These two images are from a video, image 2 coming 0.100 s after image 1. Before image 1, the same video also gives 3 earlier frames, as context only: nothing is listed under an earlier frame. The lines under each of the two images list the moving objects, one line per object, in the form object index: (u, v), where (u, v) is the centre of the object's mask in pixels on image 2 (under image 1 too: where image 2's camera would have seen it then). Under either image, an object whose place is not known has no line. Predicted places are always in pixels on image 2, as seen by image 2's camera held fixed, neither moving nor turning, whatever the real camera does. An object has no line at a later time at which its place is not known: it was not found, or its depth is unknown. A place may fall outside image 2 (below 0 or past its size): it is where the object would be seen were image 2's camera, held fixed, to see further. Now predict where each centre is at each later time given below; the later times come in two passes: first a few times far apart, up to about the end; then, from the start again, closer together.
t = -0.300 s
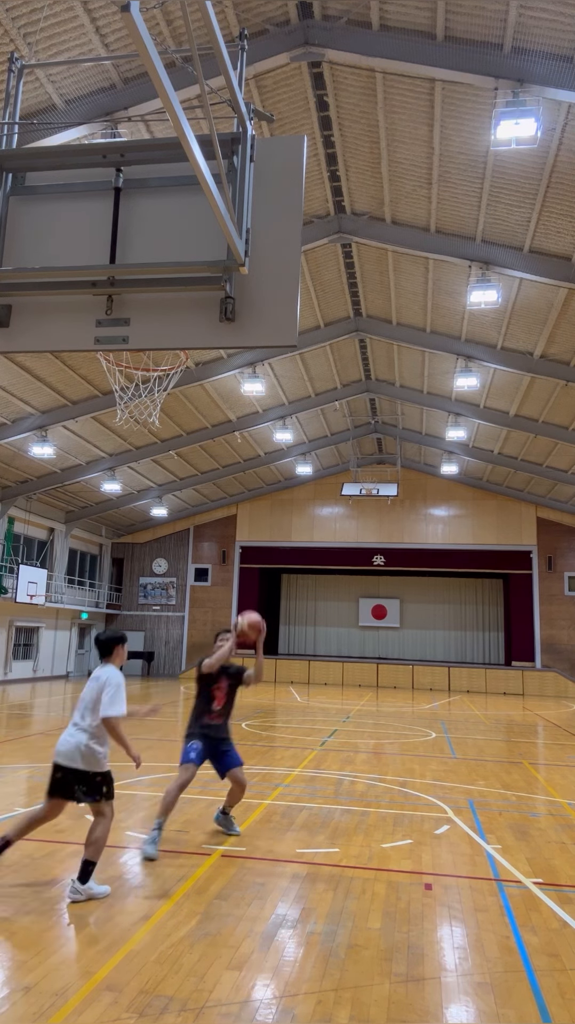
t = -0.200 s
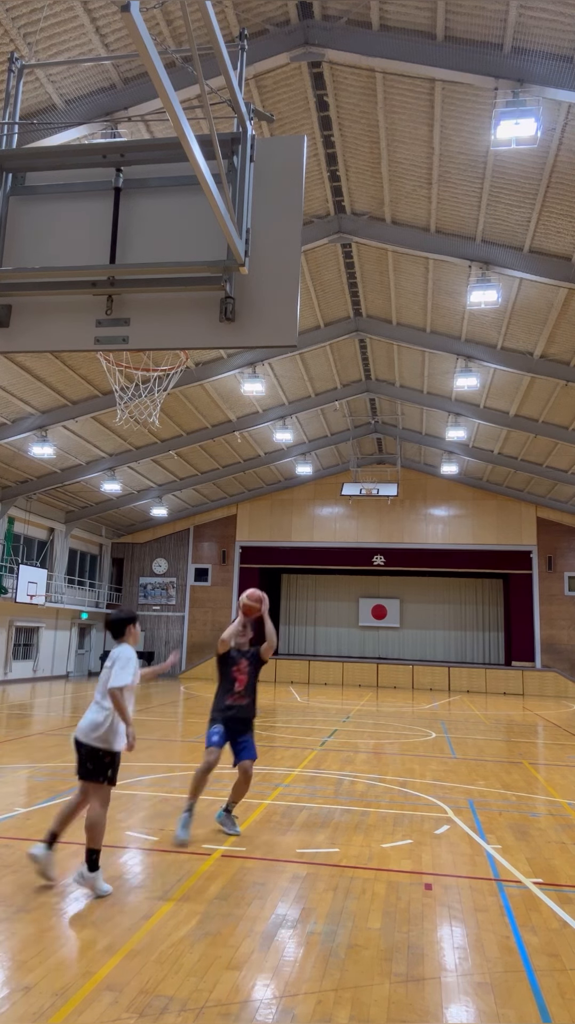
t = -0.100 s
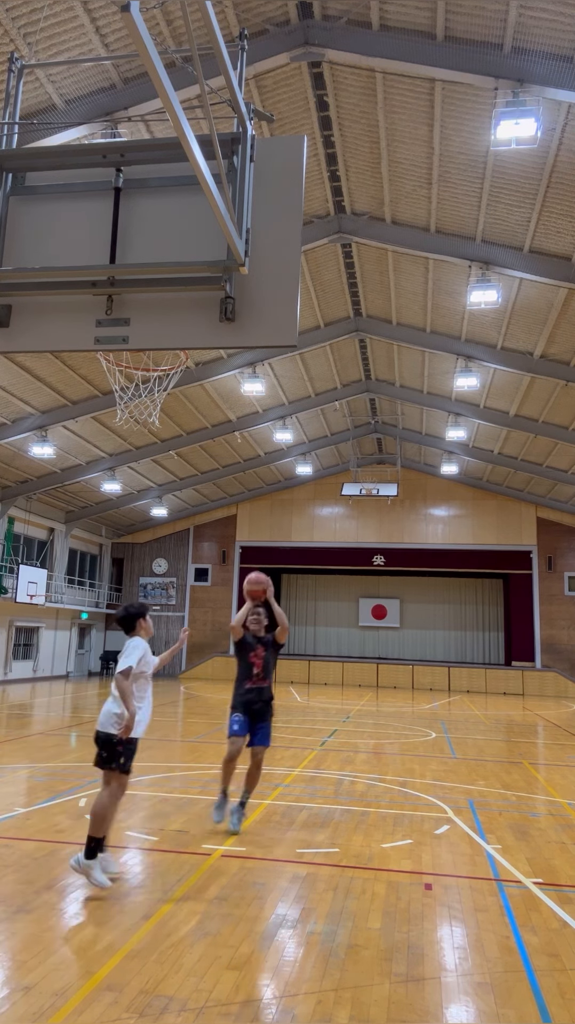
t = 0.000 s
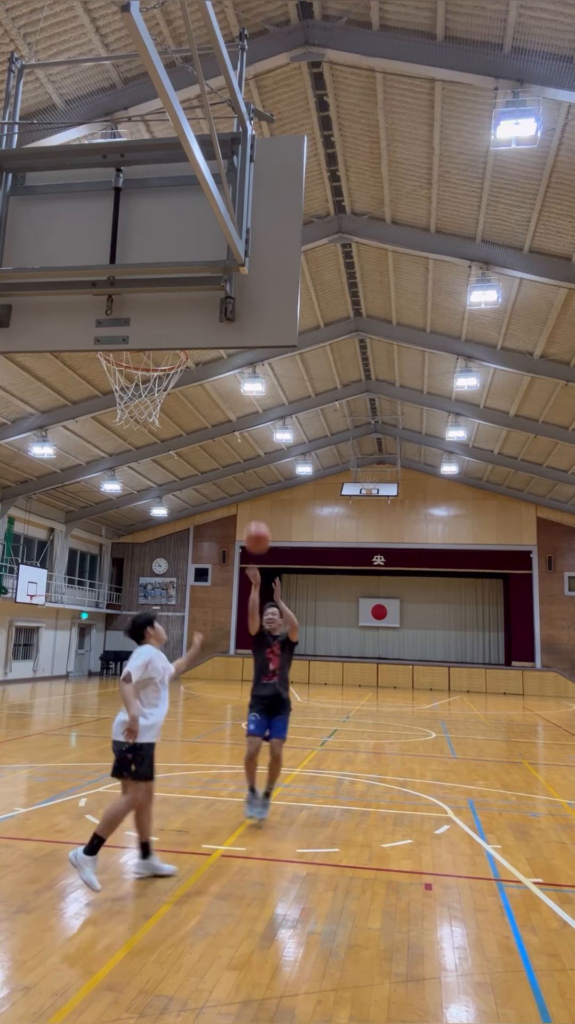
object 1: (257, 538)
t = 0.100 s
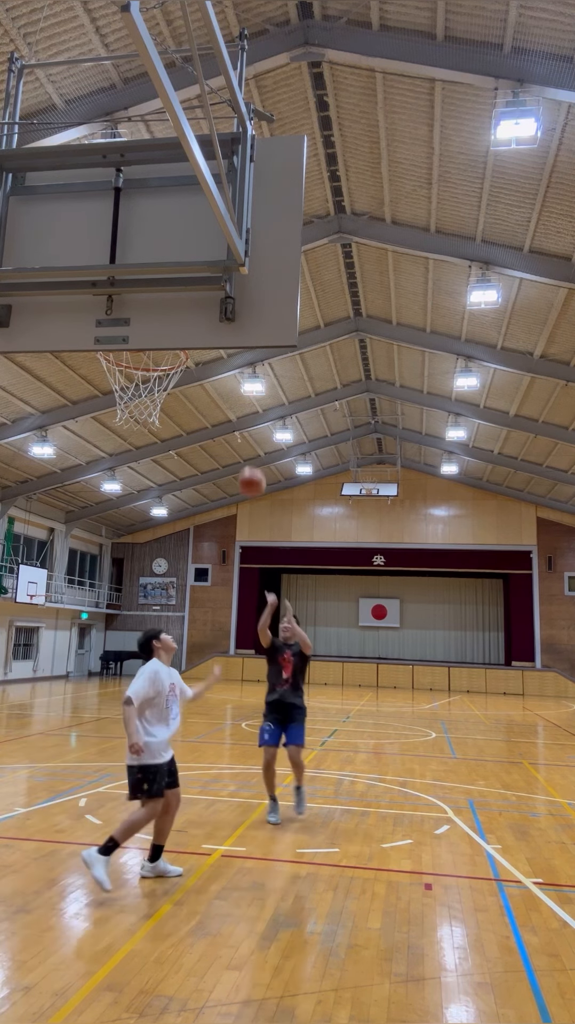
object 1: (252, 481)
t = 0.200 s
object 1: (245, 434)
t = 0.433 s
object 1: (226, 359)
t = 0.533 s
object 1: (215, 351)
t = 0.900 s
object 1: (188, 369)
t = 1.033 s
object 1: (213, 397)
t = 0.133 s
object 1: (249, 465)
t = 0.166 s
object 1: (248, 449)
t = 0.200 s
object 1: (245, 434)
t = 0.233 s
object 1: (243, 420)
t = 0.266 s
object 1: (240, 408)
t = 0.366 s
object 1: (231, 372)
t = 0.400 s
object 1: (229, 364)
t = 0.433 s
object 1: (226, 359)
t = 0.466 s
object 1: (222, 356)
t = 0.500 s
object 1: (218, 353)
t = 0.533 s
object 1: (215, 351)
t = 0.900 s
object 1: (188, 369)
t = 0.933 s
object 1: (196, 375)
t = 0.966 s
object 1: (201, 379)
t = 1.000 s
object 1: (207, 387)
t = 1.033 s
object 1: (213, 397)
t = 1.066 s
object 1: (220, 407)
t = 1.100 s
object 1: (227, 418)
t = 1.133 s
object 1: (231, 430)
